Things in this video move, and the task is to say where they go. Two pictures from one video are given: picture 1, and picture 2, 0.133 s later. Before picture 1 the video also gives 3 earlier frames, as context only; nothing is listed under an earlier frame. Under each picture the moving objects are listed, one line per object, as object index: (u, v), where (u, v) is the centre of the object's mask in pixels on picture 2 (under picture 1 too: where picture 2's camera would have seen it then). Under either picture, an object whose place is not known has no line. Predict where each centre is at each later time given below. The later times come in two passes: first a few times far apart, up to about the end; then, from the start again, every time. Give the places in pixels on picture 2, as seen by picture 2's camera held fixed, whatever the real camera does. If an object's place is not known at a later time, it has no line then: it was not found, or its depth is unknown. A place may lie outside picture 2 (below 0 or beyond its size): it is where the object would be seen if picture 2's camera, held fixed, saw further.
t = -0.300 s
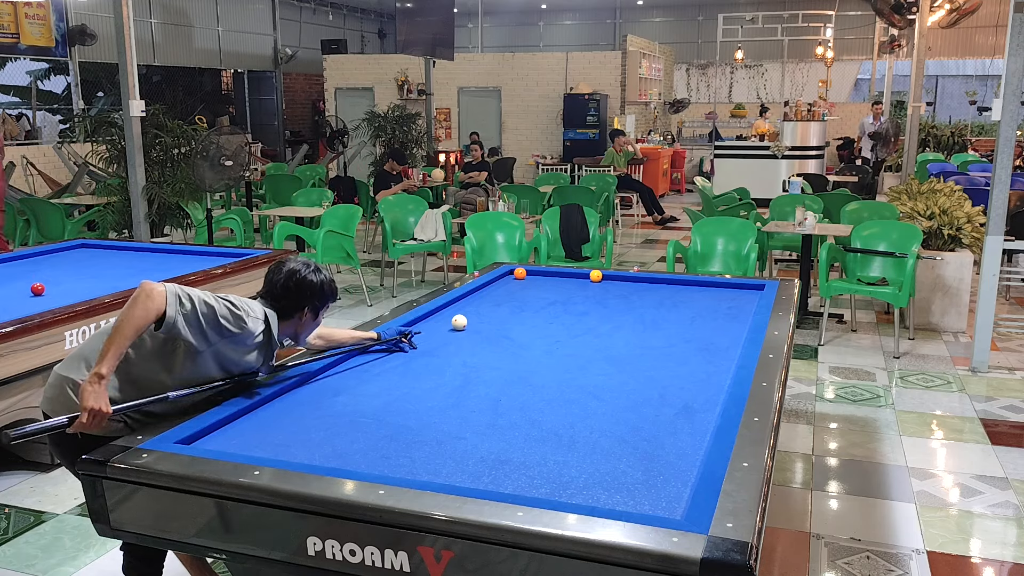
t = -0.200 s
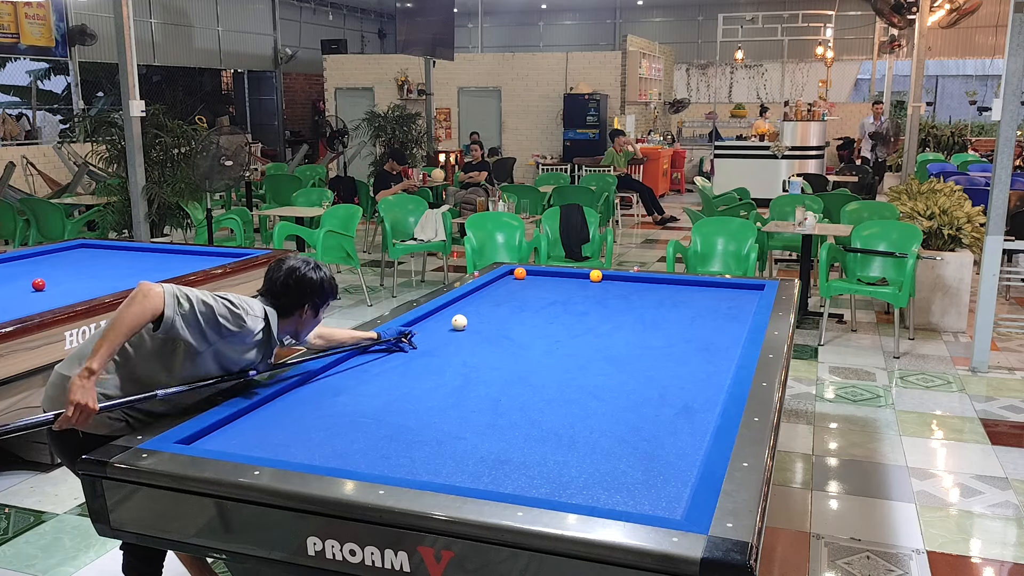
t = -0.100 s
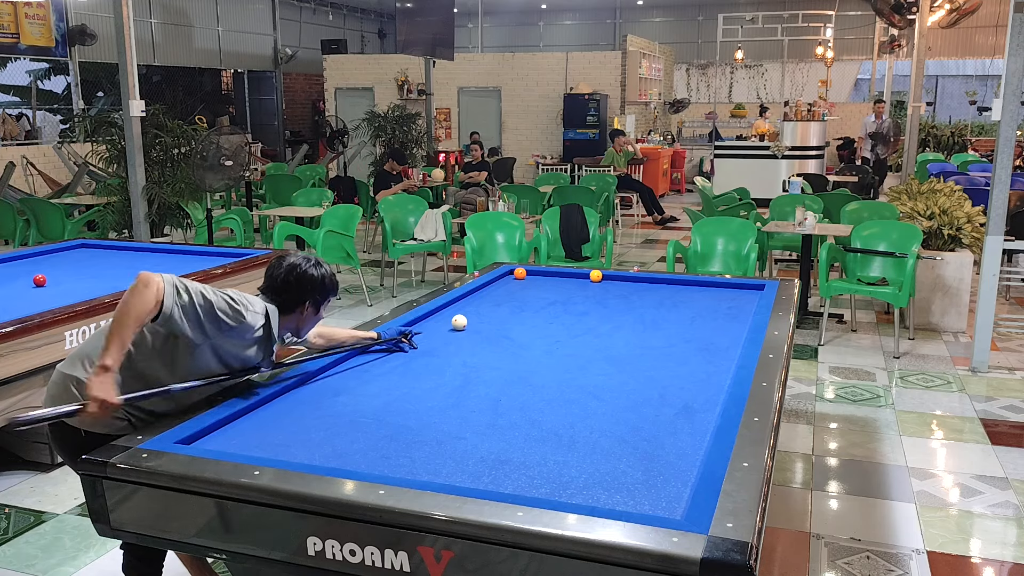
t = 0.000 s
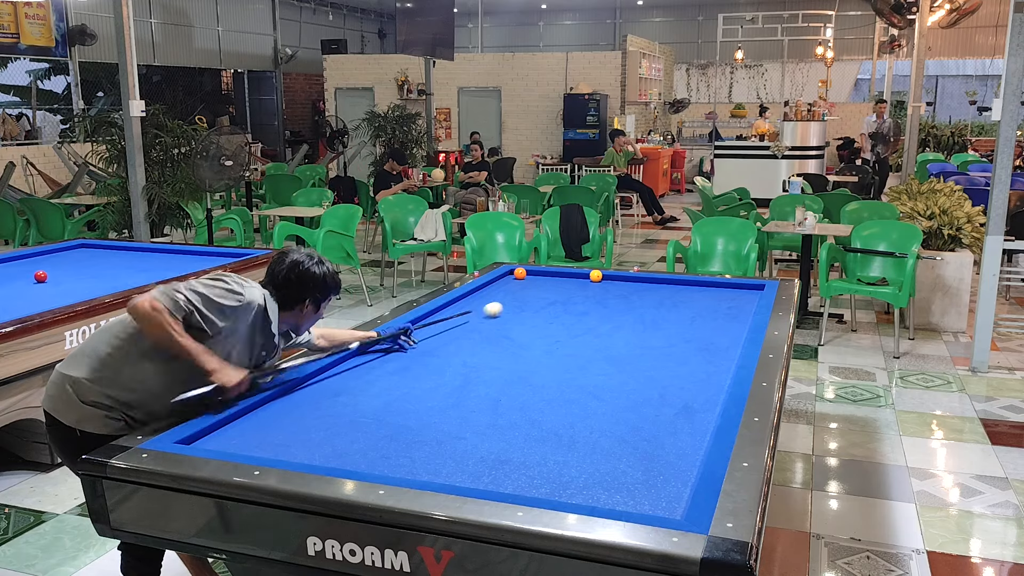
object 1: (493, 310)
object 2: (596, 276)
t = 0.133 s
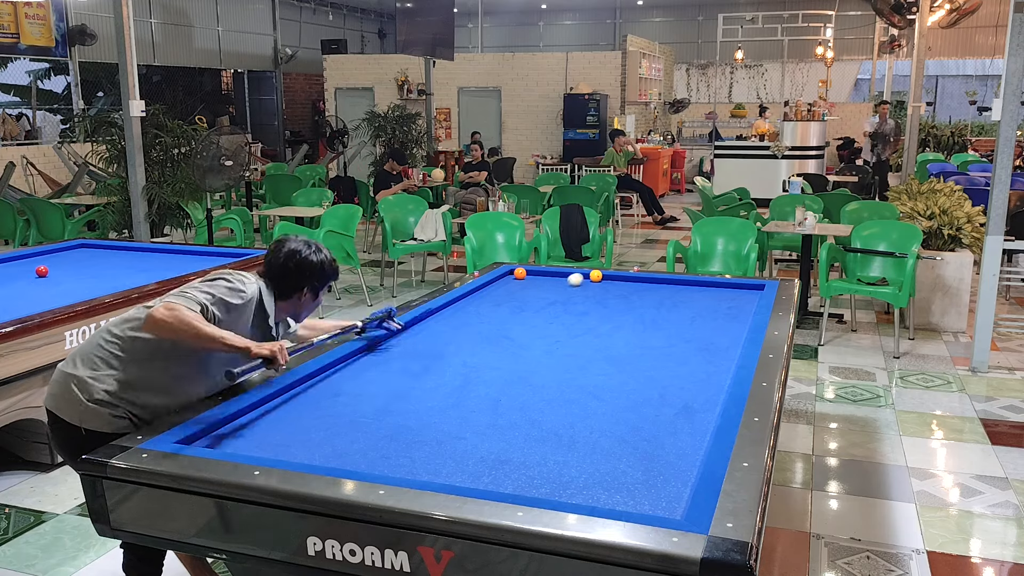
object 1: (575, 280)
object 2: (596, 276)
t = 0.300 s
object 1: (502, 283)
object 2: (646, 289)
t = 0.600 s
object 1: (528, 319)
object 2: (740, 317)
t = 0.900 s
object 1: (592, 360)
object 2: (682, 336)
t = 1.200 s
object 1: (685, 416)
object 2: (609, 356)
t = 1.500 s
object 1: (612, 454)
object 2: (525, 380)
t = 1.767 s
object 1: (522, 486)
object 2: (437, 405)
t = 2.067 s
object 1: (513, 461)
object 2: (316, 440)
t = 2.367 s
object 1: (505, 438)
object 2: (246, 431)
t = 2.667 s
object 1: (499, 418)
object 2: (284, 409)
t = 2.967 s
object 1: (494, 401)
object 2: (352, 394)
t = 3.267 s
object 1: (490, 386)
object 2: (413, 380)
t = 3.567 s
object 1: (487, 373)
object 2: (466, 368)
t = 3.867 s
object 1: (483, 362)
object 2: (514, 357)
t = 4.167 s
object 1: (480, 352)
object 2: (558, 348)
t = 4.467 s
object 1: (477, 343)
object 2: (597, 339)
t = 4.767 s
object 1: (475, 335)
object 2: (633, 331)
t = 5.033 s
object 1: (473, 328)
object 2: (663, 325)
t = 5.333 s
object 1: (471, 322)
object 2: (693, 318)
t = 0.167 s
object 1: (580, 274)
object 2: (603, 276)
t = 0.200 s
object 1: (562, 274)
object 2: (613, 279)
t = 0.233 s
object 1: (542, 276)
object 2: (624, 282)
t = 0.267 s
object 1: (522, 281)
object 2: (635, 285)
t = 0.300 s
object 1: (502, 283)
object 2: (646, 289)
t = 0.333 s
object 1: (484, 286)
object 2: (656, 292)
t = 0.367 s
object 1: (489, 290)
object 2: (667, 295)
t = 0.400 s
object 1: (494, 294)
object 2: (677, 298)
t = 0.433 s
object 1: (499, 298)
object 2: (688, 301)
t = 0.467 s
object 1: (504, 302)
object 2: (699, 305)
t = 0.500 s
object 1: (510, 306)
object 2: (709, 308)
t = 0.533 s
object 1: (515, 310)
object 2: (720, 311)
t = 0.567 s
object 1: (521, 315)
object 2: (730, 314)
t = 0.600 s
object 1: (528, 319)
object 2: (740, 317)
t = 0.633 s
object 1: (534, 323)
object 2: (745, 320)
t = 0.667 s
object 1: (540, 328)
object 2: (736, 322)
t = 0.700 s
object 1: (547, 332)
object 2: (728, 324)
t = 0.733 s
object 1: (554, 336)
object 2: (719, 325)
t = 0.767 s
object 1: (561, 340)
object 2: (711, 327)
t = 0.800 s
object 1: (568, 345)
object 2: (704, 329)
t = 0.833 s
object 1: (576, 350)
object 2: (696, 331)
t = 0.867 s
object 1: (584, 355)
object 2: (689, 334)
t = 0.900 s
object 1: (592, 360)
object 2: (682, 336)
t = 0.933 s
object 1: (601, 365)
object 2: (674, 338)
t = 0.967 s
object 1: (610, 370)
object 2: (667, 340)
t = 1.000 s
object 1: (619, 376)
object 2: (659, 342)
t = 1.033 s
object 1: (629, 382)
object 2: (651, 344)
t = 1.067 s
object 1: (639, 389)
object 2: (643, 346)
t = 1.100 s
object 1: (650, 395)
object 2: (635, 348)
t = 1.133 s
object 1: (661, 402)
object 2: (626, 351)
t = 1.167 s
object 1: (673, 409)
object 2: (618, 354)
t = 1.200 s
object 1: (685, 416)
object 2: (609, 356)
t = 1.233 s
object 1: (698, 424)
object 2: (601, 358)
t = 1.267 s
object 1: (702, 430)
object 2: (592, 361)
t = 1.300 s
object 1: (688, 433)
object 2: (583, 363)
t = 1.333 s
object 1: (674, 436)
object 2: (574, 366)
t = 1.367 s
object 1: (660, 439)
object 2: (564, 368)
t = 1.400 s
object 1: (647, 443)
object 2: (554, 371)
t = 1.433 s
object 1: (635, 446)
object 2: (545, 374)
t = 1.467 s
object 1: (623, 450)
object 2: (535, 376)
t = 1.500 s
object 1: (612, 454)
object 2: (525, 380)
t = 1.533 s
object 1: (602, 458)
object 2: (515, 383)
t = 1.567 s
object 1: (591, 462)
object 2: (504, 385)
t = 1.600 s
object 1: (580, 466)
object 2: (494, 389)
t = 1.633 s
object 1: (569, 471)
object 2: (483, 392)
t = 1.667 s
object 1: (558, 475)
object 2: (471, 395)
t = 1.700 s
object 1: (546, 480)
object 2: (460, 398)
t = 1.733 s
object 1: (534, 484)
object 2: (448, 402)
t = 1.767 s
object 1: (522, 486)
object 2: (437, 405)
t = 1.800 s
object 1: (515, 486)
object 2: (424, 409)
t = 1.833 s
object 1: (516, 483)
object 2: (412, 412)
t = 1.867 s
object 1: (516, 481)
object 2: (399, 416)
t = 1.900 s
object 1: (516, 477)
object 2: (386, 419)
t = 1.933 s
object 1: (516, 473)
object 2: (373, 423)
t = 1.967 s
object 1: (516, 470)
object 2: (359, 427)
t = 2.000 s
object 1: (515, 467)
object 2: (345, 432)
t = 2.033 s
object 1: (514, 464)
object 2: (331, 436)
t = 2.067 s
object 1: (513, 461)
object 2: (316, 440)
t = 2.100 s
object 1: (512, 458)
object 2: (301, 444)
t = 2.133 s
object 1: (511, 455)
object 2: (286, 447)
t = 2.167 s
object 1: (510, 453)
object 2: (271, 449)
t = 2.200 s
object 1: (509, 450)
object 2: (259, 450)
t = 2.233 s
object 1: (508, 448)
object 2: (257, 446)
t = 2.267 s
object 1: (508, 445)
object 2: (255, 443)
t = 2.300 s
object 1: (507, 442)
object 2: (252, 439)
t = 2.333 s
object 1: (506, 440)
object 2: (250, 435)
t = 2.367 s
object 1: (505, 438)
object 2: (246, 431)
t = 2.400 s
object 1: (505, 435)
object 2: (243, 427)
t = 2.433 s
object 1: (504, 433)
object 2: (240, 424)
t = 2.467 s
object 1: (503, 431)
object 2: (238, 420)
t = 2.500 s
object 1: (503, 429)
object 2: (240, 417)
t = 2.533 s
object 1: (502, 426)
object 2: (250, 416)
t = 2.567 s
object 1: (501, 424)
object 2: (259, 414)
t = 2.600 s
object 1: (500, 422)
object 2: (267, 412)
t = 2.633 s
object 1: (500, 420)
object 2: (276, 410)
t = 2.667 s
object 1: (499, 418)
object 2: (284, 409)
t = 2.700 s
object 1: (498, 416)
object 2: (292, 407)
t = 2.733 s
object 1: (498, 414)
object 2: (300, 405)
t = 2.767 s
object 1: (497, 412)
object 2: (307, 403)
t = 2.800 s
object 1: (497, 410)
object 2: (315, 402)
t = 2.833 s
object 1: (496, 408)
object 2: (323, 400)
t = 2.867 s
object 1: (496, 406)
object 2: (330, 398)
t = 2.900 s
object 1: (495, 404)
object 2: (338, 397)
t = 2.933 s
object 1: (494, 403)
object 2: (345, 395)
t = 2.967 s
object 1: (494, 401)
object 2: (352, 394)
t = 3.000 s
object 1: (493, 399)
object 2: (359, 392)
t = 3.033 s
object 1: (493, 398)
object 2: (367, 390)
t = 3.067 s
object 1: (492, 396)
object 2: (373, 389)
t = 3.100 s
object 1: (492, 394)
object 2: (380, 387)
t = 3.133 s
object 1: (491, 393)
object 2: (387, 386)
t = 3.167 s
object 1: (491, 391)
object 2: (394, 384)
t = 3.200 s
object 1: (491, 390)
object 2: (400, 383)
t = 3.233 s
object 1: (490, 388)
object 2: (406, 382)
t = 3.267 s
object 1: (490, 386)
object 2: (413, 380)
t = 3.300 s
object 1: (489, 385)
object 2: (419, 379)
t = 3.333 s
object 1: (489, 383)
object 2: (426, 377)
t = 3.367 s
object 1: (489, 382)
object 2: (432, 376)
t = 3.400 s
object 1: (488, 381)
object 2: (438, 374)
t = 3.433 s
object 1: (488, 379)
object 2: (444, 373)
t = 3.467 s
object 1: (488, 377)
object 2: (449, 372)
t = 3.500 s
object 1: (487, 376)
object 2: (455, 370)
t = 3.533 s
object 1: (487, 375)
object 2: (461, 369)
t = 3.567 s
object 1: (487, 373)
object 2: (466, 368)
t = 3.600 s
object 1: (486, 372)
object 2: (471, 366)
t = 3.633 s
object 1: (486, 371)
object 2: (475, 363)
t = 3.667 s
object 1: (486, 369)
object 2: (481, 359)
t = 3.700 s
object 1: (485, 368)
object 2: (491, 359)
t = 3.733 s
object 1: (484, 367)
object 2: (496, 360)
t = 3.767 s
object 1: (484, 366)
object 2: (500, 360)
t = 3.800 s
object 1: (484, 364)
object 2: (504, 359)
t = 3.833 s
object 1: (483, 363)
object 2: (509, 358)
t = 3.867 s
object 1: (483, 362)
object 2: (514, 357)
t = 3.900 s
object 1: (483, 361)
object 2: (519, 356)
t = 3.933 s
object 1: (482, 359)
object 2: (524, 355)
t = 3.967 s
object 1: (482, 358)
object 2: (529, 354)
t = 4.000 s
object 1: (482, 357)
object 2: (534, 353)
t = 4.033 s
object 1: (481, 356)
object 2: (539, 352)
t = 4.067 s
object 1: (481, 355)
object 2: (544, 350)
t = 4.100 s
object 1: (481, 354)
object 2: (548, 350)
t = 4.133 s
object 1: (481, 353)
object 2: (553, 349)
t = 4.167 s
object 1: (480, 352)
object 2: (558, 348)
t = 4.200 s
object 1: (480, 351)
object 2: (562, 347)
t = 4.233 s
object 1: (480, 350)
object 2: (567, 346)
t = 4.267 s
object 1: (479, 349)
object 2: (571, 345)
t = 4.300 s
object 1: (479, 348)
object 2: (575, 344)
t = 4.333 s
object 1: (479, 347)
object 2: (580, 343)
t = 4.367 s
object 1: (478, 346)
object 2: (584, 342)
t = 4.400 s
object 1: (478, 345)
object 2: (589, 341)
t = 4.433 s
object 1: (478, 344)
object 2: (593, 340)
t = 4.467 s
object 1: (477, 343)
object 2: (597, 339)
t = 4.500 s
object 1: (477, 342)
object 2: (601, 338)
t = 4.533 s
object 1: (477, 341)
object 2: (605, 337)
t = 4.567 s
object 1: (477, 340)
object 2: (609, 336)
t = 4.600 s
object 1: (476, 339)
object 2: (614, 335)
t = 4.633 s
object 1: (476, 338)
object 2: (618, 335)
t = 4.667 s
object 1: (476, 337)
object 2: (621, 334)
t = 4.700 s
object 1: (476, 336)
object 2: (625, 333)
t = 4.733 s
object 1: (475, 336)
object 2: (629, 332)
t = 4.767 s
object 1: (475, 335)
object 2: (633, 331)
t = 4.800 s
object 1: (475, 334)
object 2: (637, 330)
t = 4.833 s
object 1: (475, 333)
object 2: (641, 330)
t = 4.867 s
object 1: (474, 332)
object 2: (644, 329)
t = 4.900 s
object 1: (474, 332)
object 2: (648, 328)
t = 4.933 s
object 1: (474, 331)
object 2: (652, 327)
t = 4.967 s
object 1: (474, 330)
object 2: (655, 326)
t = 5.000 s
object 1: (473, 329)
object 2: (659, 325)
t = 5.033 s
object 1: (473, 328)
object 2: (663, 325)
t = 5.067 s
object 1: (473, 328)
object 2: (666, 324)
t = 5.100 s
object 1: (473, 327)
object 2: (670, 323)
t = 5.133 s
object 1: (472, 326)
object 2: (673, 322)
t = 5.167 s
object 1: (473, 325)
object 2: (677, 322)
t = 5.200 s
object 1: (472, 325)
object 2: (680, 321)
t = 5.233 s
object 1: (472, 324)
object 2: (683, 320)
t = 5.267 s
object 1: (472, 323)
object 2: (687, 319)
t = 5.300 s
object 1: (472, 323)
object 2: (690, 319)
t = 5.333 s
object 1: (471, 322)
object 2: (693, 318)
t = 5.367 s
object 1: (471, 321)
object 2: (697, 317)
